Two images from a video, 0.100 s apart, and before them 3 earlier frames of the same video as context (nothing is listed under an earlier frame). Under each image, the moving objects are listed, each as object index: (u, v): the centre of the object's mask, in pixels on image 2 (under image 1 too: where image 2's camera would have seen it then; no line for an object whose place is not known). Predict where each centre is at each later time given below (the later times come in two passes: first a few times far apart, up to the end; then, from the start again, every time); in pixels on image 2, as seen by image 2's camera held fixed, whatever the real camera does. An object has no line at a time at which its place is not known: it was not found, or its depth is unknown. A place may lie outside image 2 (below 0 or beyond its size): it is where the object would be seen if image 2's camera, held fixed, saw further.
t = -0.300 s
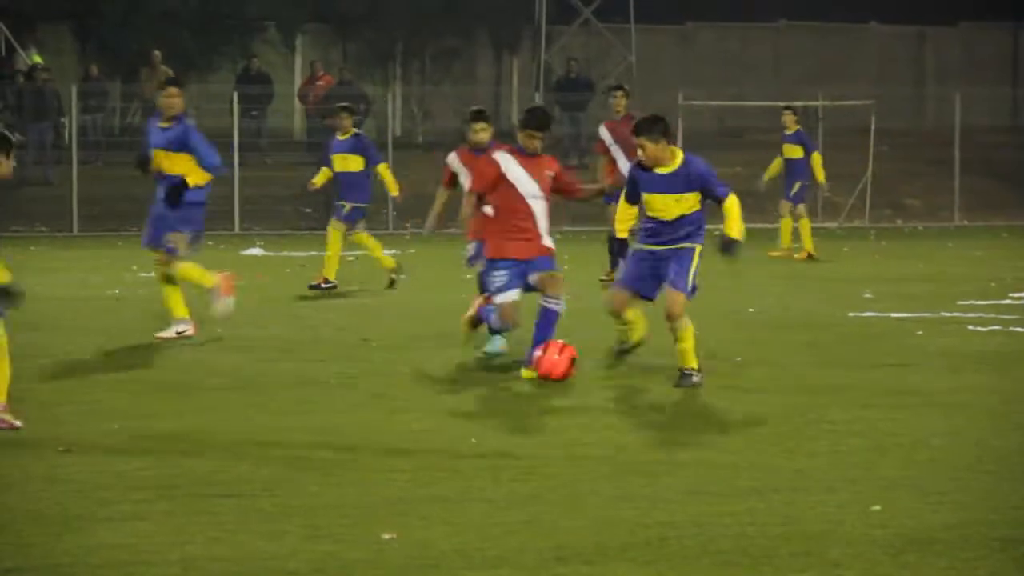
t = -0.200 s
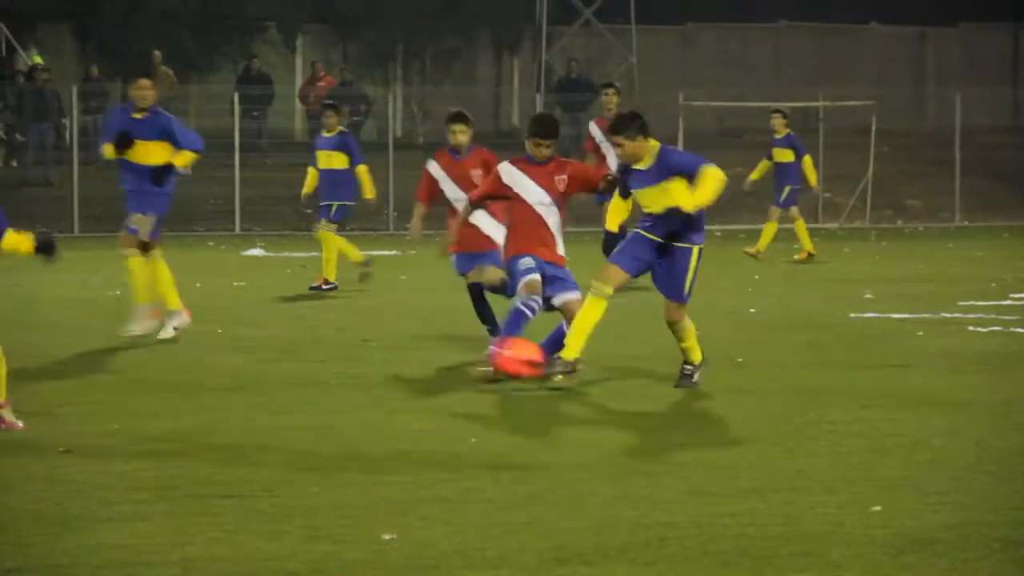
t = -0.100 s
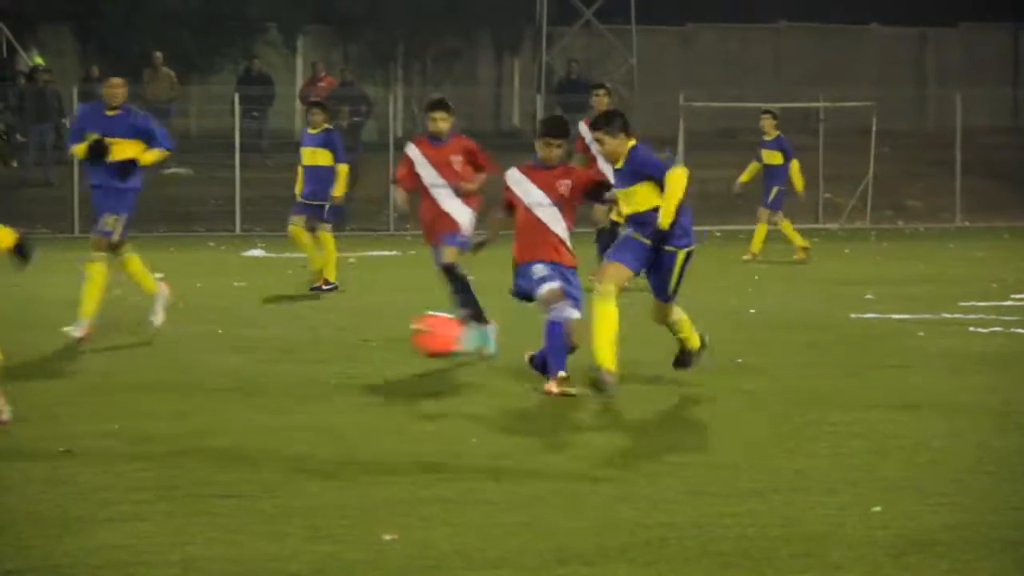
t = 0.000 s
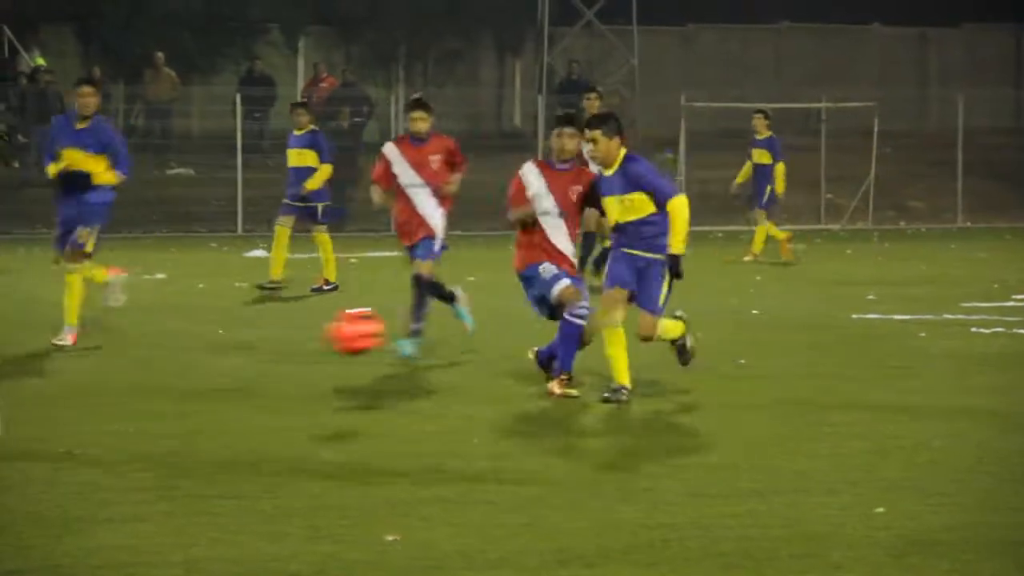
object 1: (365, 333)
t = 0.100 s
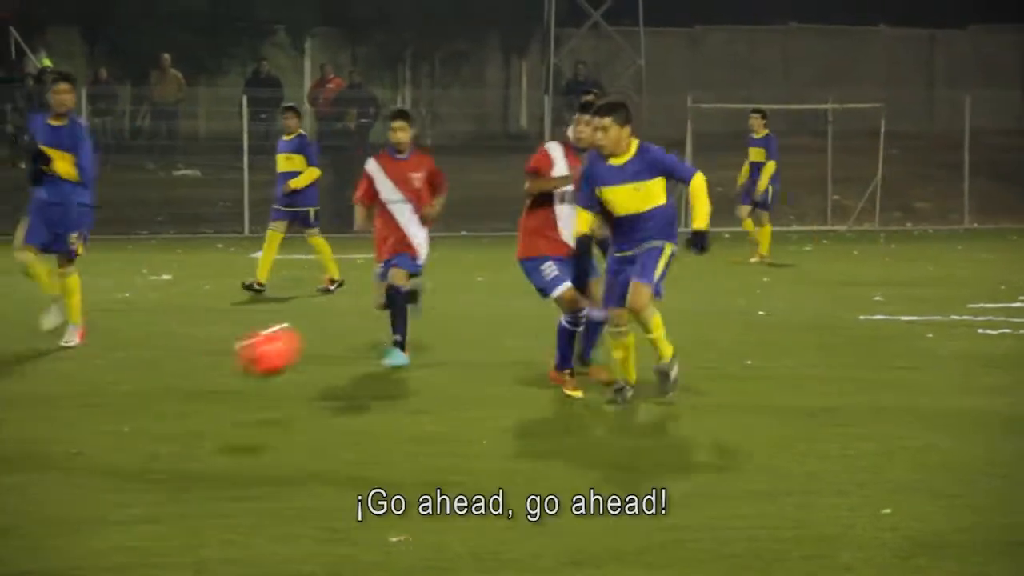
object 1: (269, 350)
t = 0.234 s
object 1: (136, 418)
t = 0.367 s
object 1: (10, 402)
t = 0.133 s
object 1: (238, 362)
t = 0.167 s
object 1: (205, 377)
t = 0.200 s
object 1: (171, 395)
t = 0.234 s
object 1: (136, 418)
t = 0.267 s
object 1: (96, 427)
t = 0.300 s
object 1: (66, 415)
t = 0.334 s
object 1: (35, 407)
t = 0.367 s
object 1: (10, 402)
